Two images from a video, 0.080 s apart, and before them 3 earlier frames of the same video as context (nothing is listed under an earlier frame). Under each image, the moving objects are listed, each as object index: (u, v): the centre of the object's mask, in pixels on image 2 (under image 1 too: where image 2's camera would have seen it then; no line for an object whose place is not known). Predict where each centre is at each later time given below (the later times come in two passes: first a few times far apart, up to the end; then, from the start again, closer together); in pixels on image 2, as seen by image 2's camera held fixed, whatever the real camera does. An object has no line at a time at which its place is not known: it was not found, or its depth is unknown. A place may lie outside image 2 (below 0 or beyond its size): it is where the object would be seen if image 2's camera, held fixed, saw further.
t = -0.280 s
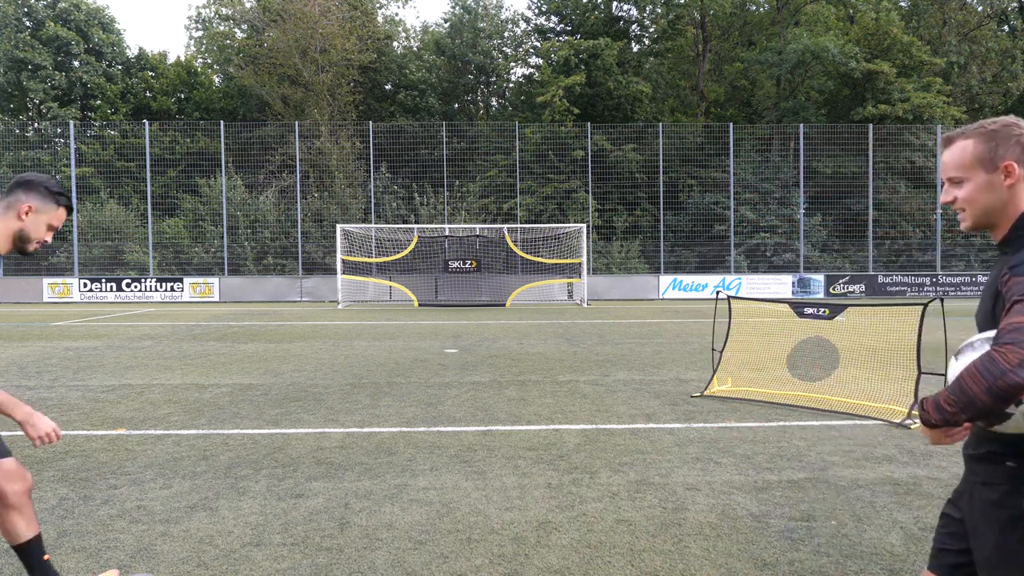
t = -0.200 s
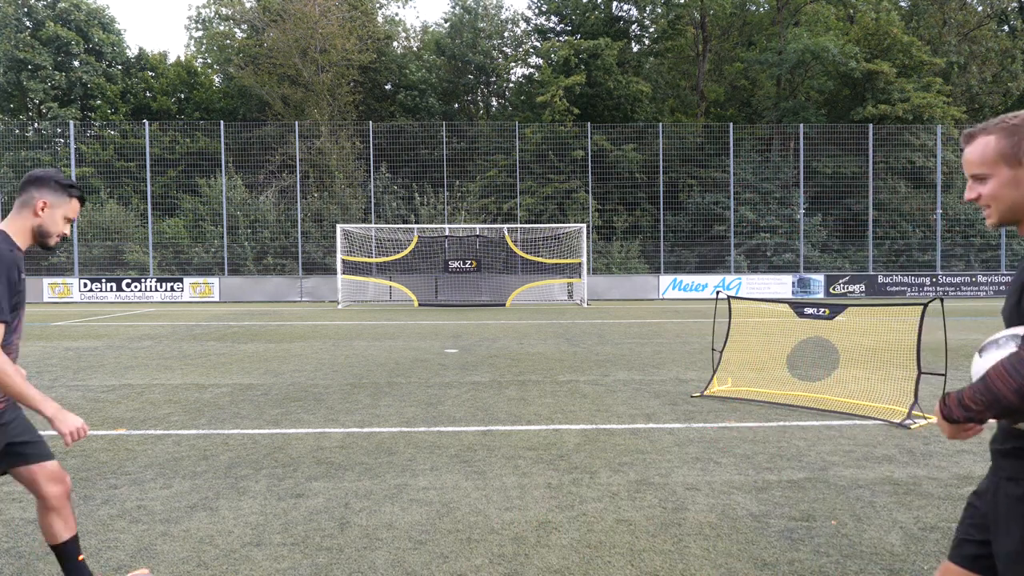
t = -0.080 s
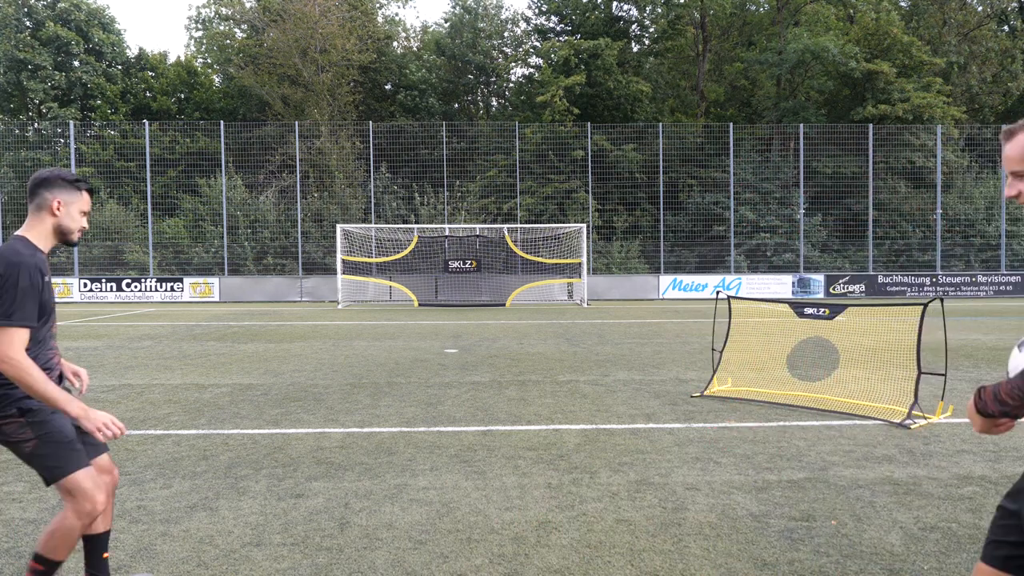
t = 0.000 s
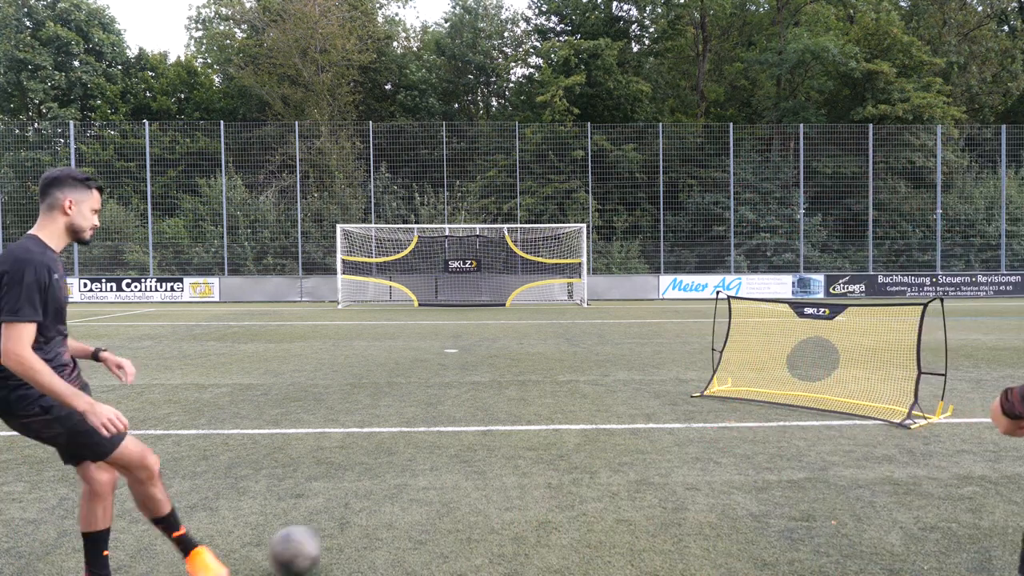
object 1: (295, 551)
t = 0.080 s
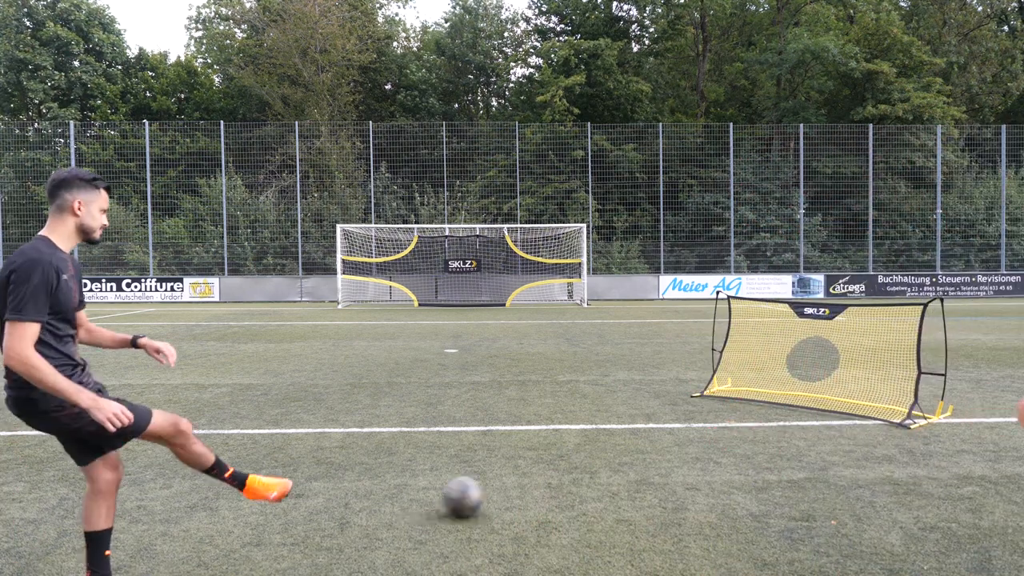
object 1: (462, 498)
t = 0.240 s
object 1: (649, 435)
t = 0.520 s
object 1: (783, 376)
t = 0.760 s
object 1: (776, 260)
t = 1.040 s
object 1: (759, 169)
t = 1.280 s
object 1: (743, 153)
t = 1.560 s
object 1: (719, 220)
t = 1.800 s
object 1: (694, 372)
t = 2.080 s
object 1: (689, 337)
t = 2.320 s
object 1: (692, 283)
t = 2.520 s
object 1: (693, 297)
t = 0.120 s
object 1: (521, 476)
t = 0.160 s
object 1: (571, 458)
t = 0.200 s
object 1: (612, 445)
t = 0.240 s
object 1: (649, 435)
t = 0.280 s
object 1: (677, 422)
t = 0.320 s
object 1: (703, 413)
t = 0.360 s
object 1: (726, 408)
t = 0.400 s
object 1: (746, 400)
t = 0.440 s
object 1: (762, 394)
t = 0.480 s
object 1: (777, 386)
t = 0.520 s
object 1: (783, 376)
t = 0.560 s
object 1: (784, 361)
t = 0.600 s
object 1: (784, 342)
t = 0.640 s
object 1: (782, 320)
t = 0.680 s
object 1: (781, 299)
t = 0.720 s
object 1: (779, 279)
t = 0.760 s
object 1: (776, 260)
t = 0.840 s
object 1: (772, 227)
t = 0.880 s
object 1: (769, 213)
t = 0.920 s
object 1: (767, 199)
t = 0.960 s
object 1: (765, 188)
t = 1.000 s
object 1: (762, 178)
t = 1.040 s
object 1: (759, 169)
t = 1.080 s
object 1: (757, 162)
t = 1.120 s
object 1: (754, 157)
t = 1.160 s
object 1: (751, 153)
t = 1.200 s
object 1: (749, 151)
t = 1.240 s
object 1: (746, 152)
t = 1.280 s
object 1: (743, 153)
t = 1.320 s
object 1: (739, 156)
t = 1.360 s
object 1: (736, 162)
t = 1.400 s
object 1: (733, 169)
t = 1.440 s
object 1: (730, 179)
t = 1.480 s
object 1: (727, 191)
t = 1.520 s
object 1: (723, 205)
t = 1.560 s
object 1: (719, 220)
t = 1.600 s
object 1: (716, 241)
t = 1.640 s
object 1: (712, 261)
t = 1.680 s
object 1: (707, 286)
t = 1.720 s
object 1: (703, 312)
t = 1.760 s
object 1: (699, 341)
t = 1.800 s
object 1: (694, 372)
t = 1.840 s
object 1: (690, 407)
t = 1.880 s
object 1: (686, 440)
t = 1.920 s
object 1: (687, 415)
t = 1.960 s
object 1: (687, 392)
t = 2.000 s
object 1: (688, 372)
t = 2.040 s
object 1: (688, 354)
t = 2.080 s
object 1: (689, 337)
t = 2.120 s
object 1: (689, 323)
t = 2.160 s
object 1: (690, 311)
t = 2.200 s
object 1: (690, 301)
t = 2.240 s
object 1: (691, 293)
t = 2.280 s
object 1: (691, 287)
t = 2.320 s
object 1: (692, 283)
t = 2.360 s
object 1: (692, 282)
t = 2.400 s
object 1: (692, 282)
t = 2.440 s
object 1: (692, 285)
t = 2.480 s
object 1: (693, 290)
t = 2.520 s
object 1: (693, 297)
